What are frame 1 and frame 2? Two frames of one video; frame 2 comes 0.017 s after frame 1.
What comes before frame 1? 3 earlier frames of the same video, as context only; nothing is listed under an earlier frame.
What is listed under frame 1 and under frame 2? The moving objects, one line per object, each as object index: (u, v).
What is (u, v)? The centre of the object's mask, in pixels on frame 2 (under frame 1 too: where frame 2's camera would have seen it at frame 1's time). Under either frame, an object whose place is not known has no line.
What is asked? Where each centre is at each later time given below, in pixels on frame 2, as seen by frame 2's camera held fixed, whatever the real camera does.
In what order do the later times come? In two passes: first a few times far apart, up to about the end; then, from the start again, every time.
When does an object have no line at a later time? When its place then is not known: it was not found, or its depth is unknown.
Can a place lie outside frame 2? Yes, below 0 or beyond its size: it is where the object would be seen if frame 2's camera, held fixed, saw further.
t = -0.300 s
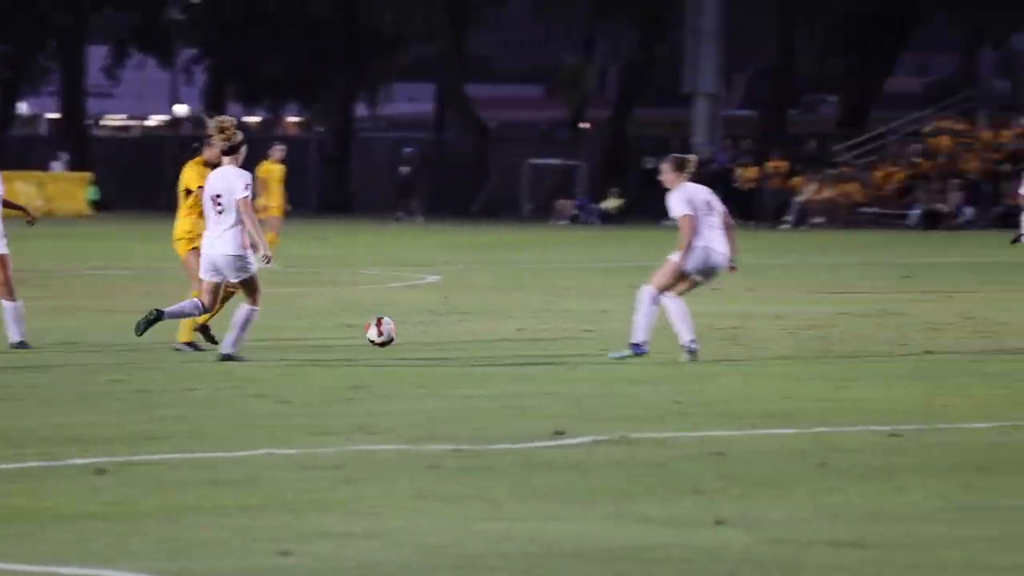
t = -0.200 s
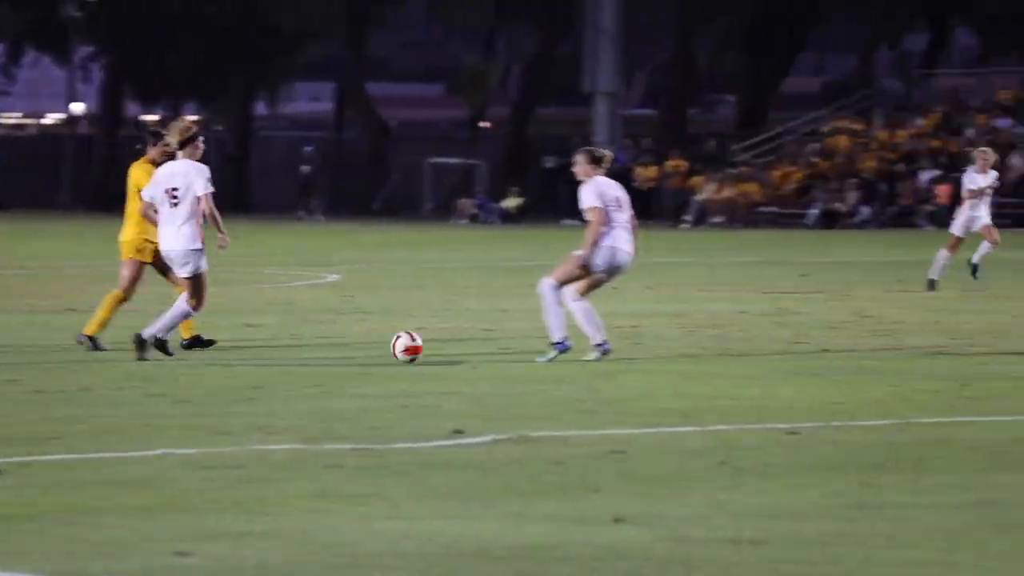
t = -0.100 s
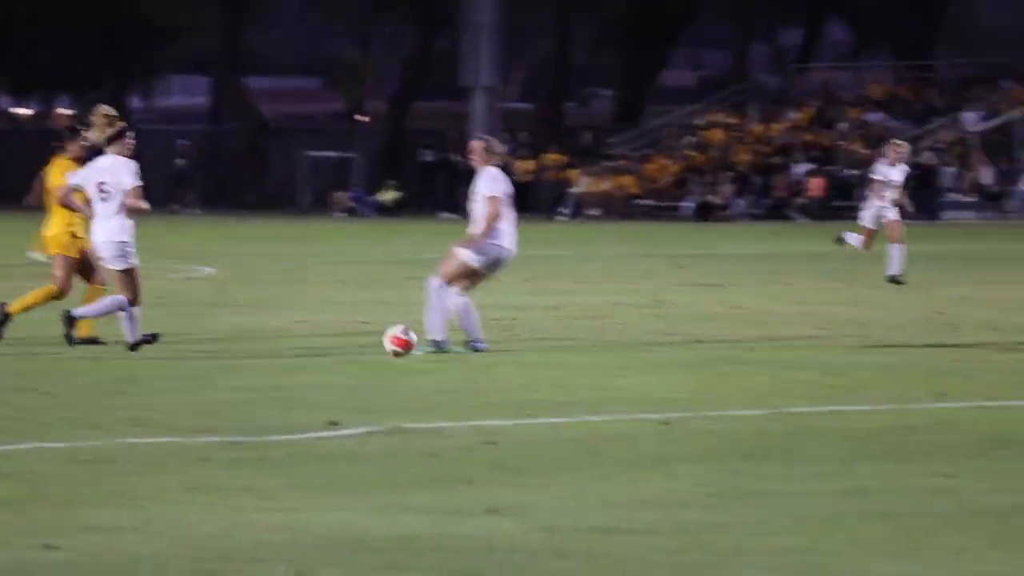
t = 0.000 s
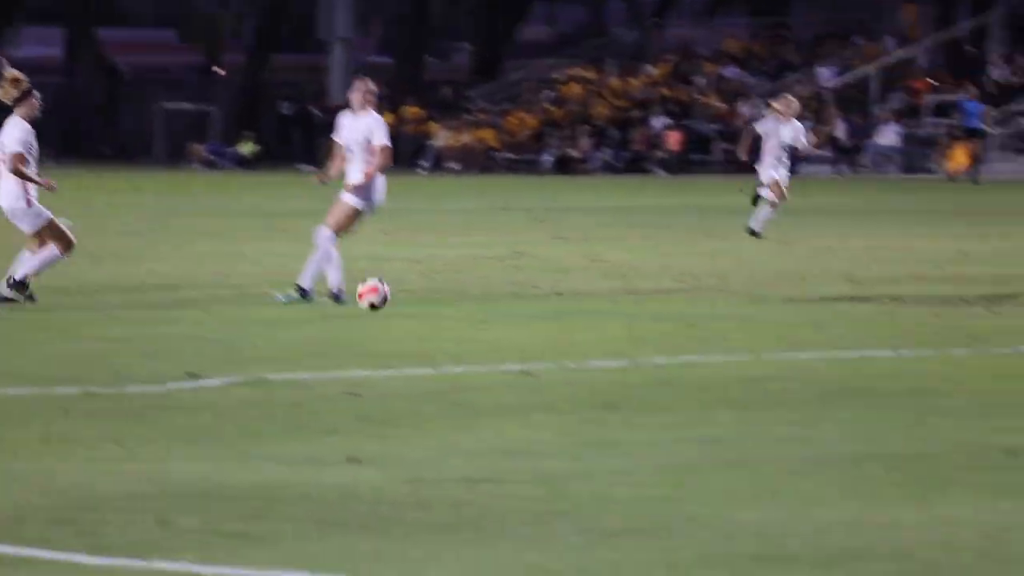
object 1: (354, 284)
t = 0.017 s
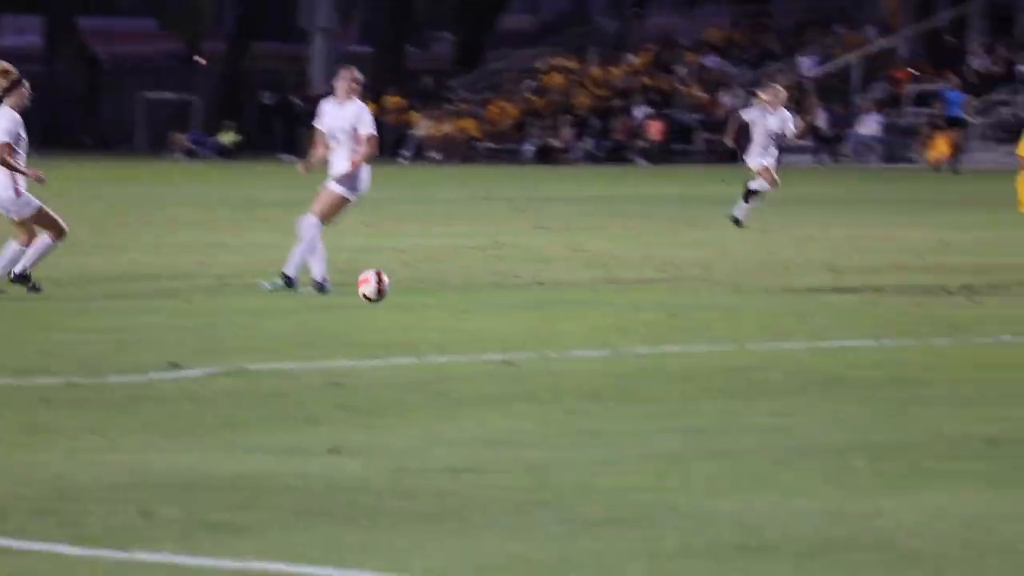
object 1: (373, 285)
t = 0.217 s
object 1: (582, 291)
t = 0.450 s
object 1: (805, 299)
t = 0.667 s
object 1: (988, 312)
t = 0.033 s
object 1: (392, 288)
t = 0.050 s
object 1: (410, 290)
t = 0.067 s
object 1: (428, 293)
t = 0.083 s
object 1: (446, 294)
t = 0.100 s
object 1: (463, 293)
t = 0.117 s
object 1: (480, 292)
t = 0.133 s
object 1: (497, 290)
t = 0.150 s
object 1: (513, 290)
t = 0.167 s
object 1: (532, 289)
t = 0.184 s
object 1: (549, 289)
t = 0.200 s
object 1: (566, 290)
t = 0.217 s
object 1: (582, 291)
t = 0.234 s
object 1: (599, 292)
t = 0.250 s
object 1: (616, 294)
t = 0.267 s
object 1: (633, 296)
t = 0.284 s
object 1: (650, 298)
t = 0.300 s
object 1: (666, 300)
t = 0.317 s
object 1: (681, 299)
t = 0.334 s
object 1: (696, 297)
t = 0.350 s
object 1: (712, 296)
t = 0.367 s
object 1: (728, 295)
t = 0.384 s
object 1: (743, 295)
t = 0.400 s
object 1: (758, 295)
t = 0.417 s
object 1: (774, 295)
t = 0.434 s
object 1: (790, 297)
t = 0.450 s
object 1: (805, 299)
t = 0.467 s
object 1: (820, 300)
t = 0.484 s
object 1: (836, 303)
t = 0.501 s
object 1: (852, 306)
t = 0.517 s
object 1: (865, 306)
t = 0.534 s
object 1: (878, 306)
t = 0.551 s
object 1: (893, 305)
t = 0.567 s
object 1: (906, 305)
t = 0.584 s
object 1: (920, 305)
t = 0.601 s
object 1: (933, 306)
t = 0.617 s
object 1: (947, 307)
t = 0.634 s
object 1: (961, 309)
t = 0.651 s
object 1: (974, 311)
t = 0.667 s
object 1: (988, 312)
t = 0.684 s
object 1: (1001, 312)
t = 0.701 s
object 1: (1013, 312)
